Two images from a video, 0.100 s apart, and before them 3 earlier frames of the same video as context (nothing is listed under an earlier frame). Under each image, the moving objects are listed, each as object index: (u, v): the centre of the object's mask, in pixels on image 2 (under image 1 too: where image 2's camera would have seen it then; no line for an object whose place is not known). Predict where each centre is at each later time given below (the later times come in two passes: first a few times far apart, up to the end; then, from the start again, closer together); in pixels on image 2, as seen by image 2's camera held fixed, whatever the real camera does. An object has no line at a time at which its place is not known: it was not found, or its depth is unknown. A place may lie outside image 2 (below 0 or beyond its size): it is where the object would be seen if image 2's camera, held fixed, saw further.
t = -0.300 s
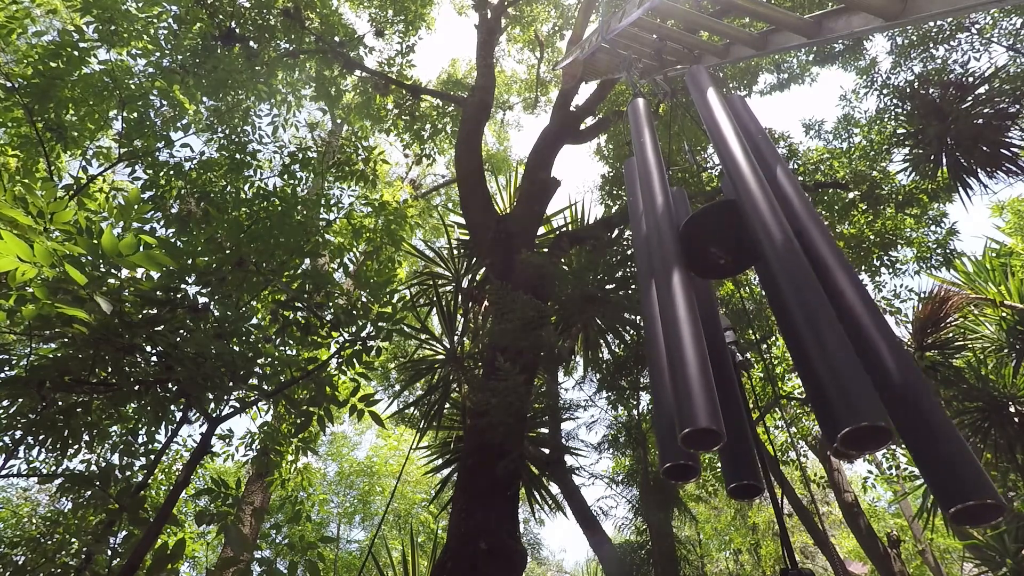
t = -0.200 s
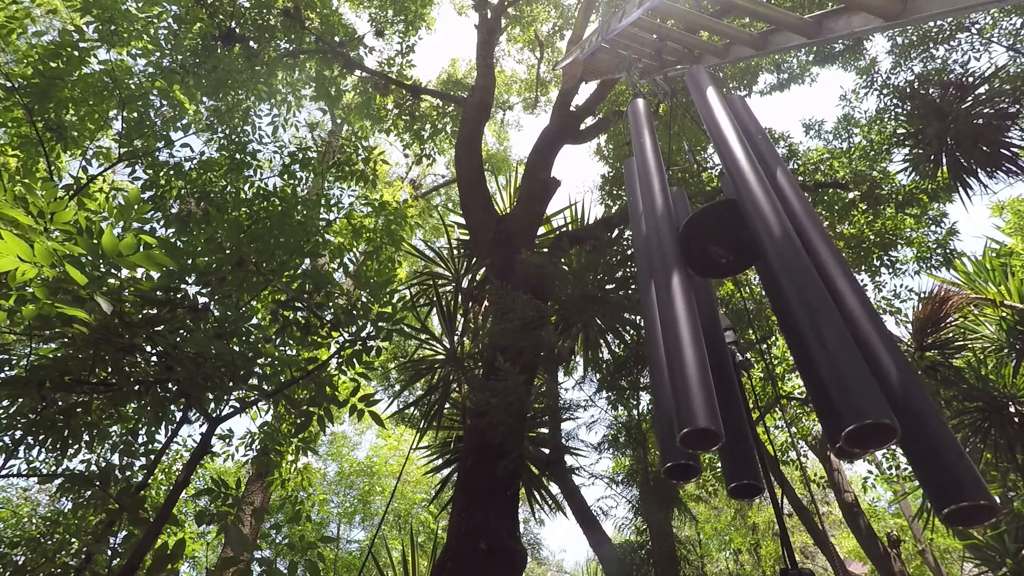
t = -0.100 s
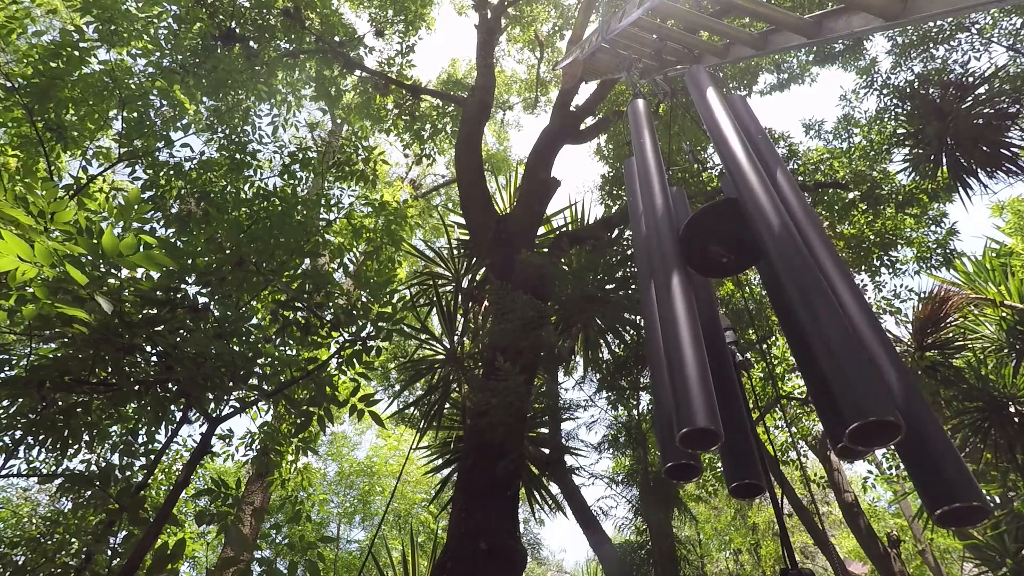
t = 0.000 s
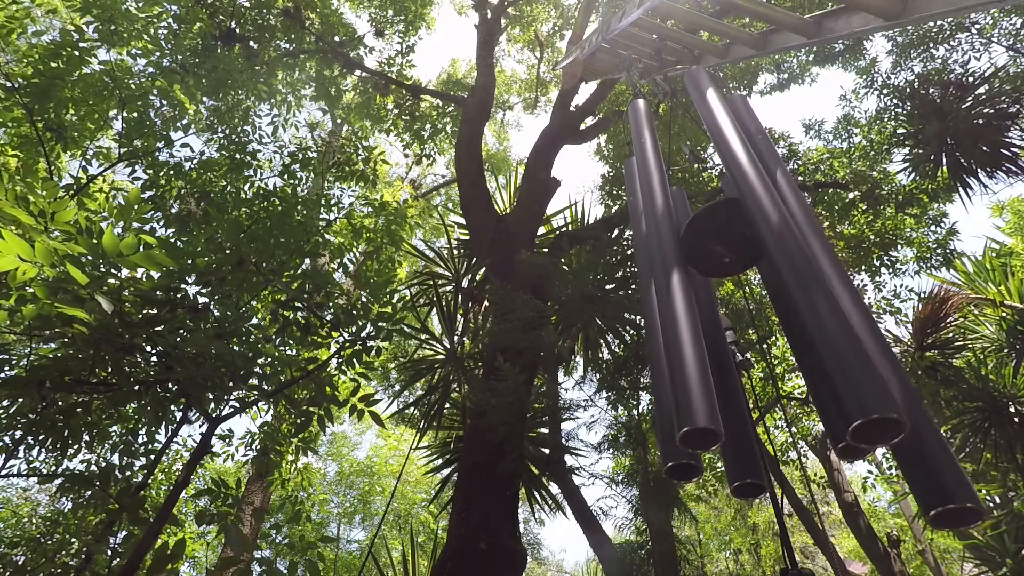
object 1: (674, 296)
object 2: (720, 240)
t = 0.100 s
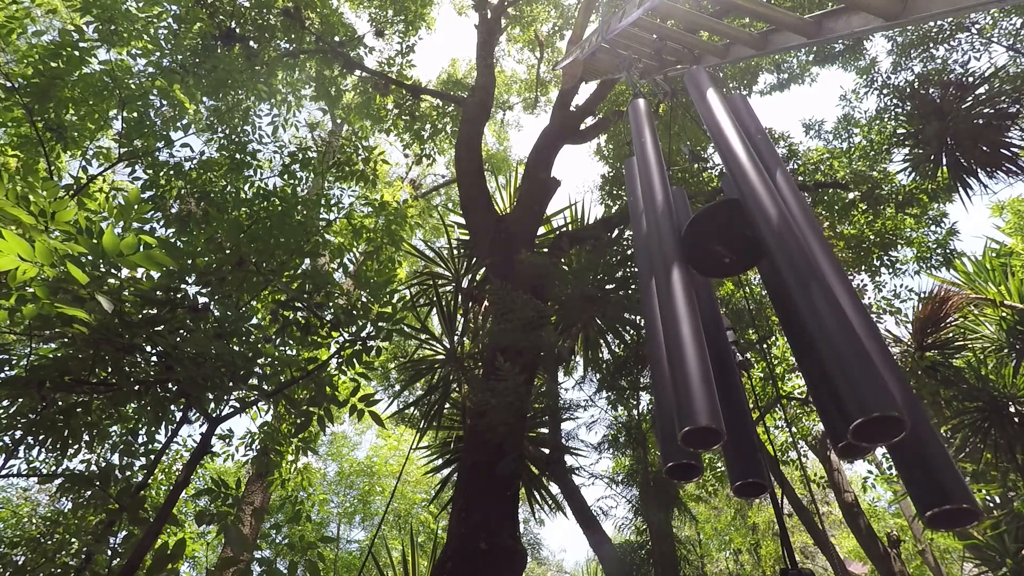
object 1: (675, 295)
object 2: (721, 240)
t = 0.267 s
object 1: (678, 294)
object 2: (722, 242)
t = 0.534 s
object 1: (685, 291)
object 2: (723, 243)
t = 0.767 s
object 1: (688, 291)
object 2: (723, 243)
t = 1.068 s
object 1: (686, 290)
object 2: (721, 240)
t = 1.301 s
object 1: (681, 292)
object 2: (719, 238)
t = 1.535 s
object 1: (676, 295)
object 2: (719, 239)
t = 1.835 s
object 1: (675, 296)
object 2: (719, 242)
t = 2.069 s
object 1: (677, 295)
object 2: (720, 242)
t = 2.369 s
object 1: (683, 293)
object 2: (721, 241)
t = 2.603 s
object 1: (685, 292)
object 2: (720, 240)
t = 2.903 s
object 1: (685, 290)
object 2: (720, 241)
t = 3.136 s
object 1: (682, 291)
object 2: (720, 243)
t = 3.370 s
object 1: (677, 292)
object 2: (719, 243)
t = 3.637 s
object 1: (675, 294)
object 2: (720, 240)
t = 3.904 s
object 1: (676, 295)
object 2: (719, 238)
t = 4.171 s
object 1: (680, 292)
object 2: (720, 238)
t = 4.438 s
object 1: (683, 292)
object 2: (720, 241)
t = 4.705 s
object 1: (683, 291)
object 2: (719, 243)
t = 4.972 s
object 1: (679, 291)
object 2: (718, 243)
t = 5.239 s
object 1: (676, 293)
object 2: (719, 241)
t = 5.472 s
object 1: (675, 293)
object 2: (721, 240)
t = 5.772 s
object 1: (678, 293)
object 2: (721, 241)
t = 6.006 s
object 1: (682, 292)
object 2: (721, 241)
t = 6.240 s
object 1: (683, 292)
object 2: (720, 240)
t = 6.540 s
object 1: (681, 292)
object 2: (716, 239)
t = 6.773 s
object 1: (678, 292)
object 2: (715, 240)
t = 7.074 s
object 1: (674, 295)
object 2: (716, 243)
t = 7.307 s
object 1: (674, 294)
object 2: (718, 243)
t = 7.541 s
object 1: (677, 294)
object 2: (719, 241)
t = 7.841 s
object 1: (682, 293)
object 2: (720, 238)
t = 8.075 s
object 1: (684, 291)
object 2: (719, 243)
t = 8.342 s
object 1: (682, 291)
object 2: (720, 251)
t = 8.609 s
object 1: (677, 293)
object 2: (720, 256)
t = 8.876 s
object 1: (672, 296)
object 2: (724, 258)
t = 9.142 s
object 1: (672, 298)
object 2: (722, 253)
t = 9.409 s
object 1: (676, 298)
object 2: (720, 248)
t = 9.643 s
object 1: (681, 296)
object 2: (721, 246)
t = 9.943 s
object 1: (684, 292)
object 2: (721, 242)
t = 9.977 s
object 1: (684, 292)
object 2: (721, 241)
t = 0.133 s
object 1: (676, 295)
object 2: (722, 241)
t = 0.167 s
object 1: (676, 295)
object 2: (722, 241)
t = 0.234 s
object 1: (678, 294)
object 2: (723, 241)
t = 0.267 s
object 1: (678, 294)
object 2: (722, 242)
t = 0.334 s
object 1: (680, 293)
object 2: (723, 242)
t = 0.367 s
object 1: (681, 292)
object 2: (723, 243)
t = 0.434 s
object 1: (682, 292)
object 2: (723, 243)
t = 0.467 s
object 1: (683, 291)
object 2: (723, 243)
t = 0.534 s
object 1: (685, 291)
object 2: (723, 243)
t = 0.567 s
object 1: (685, 290)
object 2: (723, 244)
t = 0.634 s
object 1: (686, 291)
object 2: (724, 244)
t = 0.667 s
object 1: (687, 291)
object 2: (724, 243)
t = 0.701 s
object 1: (687, 291)
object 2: (723, 243)
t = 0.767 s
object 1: (688, 291)
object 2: (723, 243)
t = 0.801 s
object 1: (688, 291)
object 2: (723, 243)
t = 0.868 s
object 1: (688, 290)
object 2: (722, 242)
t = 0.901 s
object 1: (688, 290)
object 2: (722, 242)
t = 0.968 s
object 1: (687, 290)
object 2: (722, 241)
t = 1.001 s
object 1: (687, 290)
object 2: (722, 241)
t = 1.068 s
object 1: (686, 290)
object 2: (721, 240)
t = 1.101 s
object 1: (685, 290)
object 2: (720, 240)
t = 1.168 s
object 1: (684, 291)
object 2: (720, 239)
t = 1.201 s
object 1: (684, 291)
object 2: (719, 239)
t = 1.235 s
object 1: (683, 292)
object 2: (720, 238)
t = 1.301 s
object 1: (681, 292)
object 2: (719, 238)
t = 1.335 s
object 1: (680, 292)
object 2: (719, 238)
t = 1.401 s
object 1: (679, 293)
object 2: (719, 239)
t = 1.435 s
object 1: (679, 294)
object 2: (719, 239)
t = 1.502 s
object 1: (677, 295)
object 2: (719, 239)
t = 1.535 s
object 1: (676, 295)
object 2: (719, 239)
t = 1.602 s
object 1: (676, 295)
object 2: (720, 239)
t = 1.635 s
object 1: (675, 296)
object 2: (720, 240)
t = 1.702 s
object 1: (675, 296)
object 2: (720, 240)
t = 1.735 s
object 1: (675, 296)
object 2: (720, 241)
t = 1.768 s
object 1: (675, 296)
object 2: (720, 241)
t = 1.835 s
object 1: (675, 296)
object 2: (719, 242)
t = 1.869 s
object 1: (675, 296)
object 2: (719, 242)
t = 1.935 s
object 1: (675, 296)
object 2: (719, 242)
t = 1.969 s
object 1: (675, 296)
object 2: (719, 242)
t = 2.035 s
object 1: (676, 295)
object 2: (719, 242)
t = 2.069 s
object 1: (677, 295)
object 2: (720, 242)
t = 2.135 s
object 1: (678, 295)
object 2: (720, 242)
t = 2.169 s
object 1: (678, 295)
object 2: (720, 242)
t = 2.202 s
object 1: (679, 294)
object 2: (720, 242)
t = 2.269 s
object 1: (681, 293)
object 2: (721, 242)
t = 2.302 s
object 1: (681, 293)
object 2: (721, 242)
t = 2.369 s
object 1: (683, 293)
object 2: (721, 241)
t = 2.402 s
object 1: (683, 293)
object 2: (721, 241)
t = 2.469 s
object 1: (684, 292)
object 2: (720, 241)
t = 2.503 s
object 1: (685, 292)
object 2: (721, 241)
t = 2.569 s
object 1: (685, 292)
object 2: (720, 241)
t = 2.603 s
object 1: (685, 292)
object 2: (720, 240)
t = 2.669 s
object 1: (686, 291)
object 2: (720, 241)
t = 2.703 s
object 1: (686, 291)
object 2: (720, 241)
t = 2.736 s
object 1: (686, 291)
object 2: (721, 241)
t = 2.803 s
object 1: (686, 291)
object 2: (721, 241)
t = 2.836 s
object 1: (685, 291)
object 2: (721, 241)
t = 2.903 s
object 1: (685, 290)
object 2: (720, 241)
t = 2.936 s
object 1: (684, 290)
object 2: (721, 242)
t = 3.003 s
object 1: (683, 291)
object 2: (720, 242)
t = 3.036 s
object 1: (683, 290)
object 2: (720, 243)
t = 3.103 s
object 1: (682, 291)
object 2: (720, 243)
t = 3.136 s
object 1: (682, 291)
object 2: (720, 243)
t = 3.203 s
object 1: (680, 292)
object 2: (719, 244)
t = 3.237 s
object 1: (679, 292)
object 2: (719, 244)
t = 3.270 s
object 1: (679, 292)
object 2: (719, 244)
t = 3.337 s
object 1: (678, 292)
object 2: (719, 243)
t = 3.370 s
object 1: (677, 292)
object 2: (719, 243)
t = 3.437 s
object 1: (676, 294)
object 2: (719, 243)
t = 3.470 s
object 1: (676, 293)
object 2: (719, 243)
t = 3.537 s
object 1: (676, 294)
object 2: (719, 242)
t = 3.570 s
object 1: (676, 294)
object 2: (720, 241)
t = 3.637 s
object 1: (675, 294)
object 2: (720, 240)
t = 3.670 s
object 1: (675, 294)
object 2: (719, 240)
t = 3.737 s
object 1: (675, 295)
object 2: (720, 239)
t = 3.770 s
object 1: (676, 295)
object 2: (719, 239)
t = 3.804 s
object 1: (676, 295)
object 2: (719, 238)
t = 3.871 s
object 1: (677, 295)
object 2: (720, 238)
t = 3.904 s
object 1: (676, 295)
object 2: (719, 238)
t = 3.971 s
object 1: (677, 295)
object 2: (720, 238)
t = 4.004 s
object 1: (678, 294)
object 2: (720, 237)
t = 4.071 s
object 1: (679, 293)
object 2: (720, 237)
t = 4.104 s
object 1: (680, 293)
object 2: (720, 237)
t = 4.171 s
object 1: (680, 292)
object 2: (720, 238)
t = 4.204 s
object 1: (681, 291)
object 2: (720, 238)
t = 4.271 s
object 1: (682, 292)
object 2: (720, 239)
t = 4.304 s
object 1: (682, 291)
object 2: (720, 239)
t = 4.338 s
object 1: (683, 291)
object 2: (720, 240)
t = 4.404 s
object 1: (683, 291)
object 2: (720, 240)
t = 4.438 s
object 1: (683, 292)
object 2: (720, 241)
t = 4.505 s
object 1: (684, 292)
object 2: (720, 242)
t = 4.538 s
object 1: (684, 292)
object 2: (719, 242)
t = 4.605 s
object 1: (683, 292)
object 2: (719, 243)
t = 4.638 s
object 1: (683, 291)
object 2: (719, 243)
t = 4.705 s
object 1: (683, 291)
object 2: (719, 243)
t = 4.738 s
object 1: (682, 291)
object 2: (719, 244)
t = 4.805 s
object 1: (681, 291)
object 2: (718, 244)
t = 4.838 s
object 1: (681, 291)
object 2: (718, 244)
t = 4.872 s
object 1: (680, 292)
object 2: (718, 244)
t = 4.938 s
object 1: (680, 292)
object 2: (718, 244)
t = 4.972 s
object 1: (679, 291)
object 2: (718, 243)
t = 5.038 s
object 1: (678, 292)
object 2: (717, 243)
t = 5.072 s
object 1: (678, 292)
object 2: (717, 242)
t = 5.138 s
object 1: (677, 292)
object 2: (717, 242)
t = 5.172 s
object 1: (677, 292)
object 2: (718, 242)
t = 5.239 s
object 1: (676, 293)
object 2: (719, 241)
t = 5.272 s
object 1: (676, 293)
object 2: (719, 241)
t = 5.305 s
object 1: (676, 294)
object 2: (720, 241)
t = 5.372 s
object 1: (675, 293)
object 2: (721, 240)
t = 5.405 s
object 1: (676, 293)
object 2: (721, 240)
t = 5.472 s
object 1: (675, 293)
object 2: (721, 240)
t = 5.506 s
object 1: (676, 293)
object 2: (721, 240)
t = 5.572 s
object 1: (676, 294)
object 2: (721, 240)
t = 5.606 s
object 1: (677, 294)
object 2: (721, 241)
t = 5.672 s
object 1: (677, 293)
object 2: (722, 241)
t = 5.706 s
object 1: (677, 293)
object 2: (722, 241)
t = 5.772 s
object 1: (678, 293)
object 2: (721, 241)
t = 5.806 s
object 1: (679, 293)
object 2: (722, 241)
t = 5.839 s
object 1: (679, 293)
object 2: (722, 241)
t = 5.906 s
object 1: (680, 292)
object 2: (722, 241)
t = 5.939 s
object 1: (681, 292)
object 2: (722, 241)
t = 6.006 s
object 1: (682, 292)
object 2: (721, 241)
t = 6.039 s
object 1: (682, 292)
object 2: (721, 241)
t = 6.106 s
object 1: (683, 292)
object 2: (721, 241)
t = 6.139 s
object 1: (682, 292)
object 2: (721, 240)
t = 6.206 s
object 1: (683, 292)
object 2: (720, 240)
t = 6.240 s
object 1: (683, 292)
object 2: (720, 240)
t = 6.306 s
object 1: (683, 292)
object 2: (719, 240)
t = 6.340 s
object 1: (683, 292)
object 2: (719, 240)
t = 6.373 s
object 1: (683, 292)
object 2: (718, 240)
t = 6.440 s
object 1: (683, 292)
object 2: (718, 239)
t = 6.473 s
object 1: (682, 292)
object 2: (717, 239)
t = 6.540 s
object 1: (681, 292)
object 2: (716, 239)
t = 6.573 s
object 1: (681, 292)
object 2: (716, 239)
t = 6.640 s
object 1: (680, 292)
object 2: (715, 239)
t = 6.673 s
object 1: (679, 292)
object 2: (715, 239)
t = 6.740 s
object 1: (678, 293)
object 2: (715, 240)
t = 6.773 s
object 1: (678, 292)
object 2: (715, 240)
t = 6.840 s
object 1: (676, 293)
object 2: (715, 240)
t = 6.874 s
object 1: (676, 294)
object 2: (715, 241)
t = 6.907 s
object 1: (676, 294)
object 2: (715, 241)
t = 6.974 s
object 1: (674, 294)
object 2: (716, 242)
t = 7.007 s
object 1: (674, 294)
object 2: (716, 242)
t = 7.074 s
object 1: (674, 295)
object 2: (716, 243)
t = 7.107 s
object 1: (674, 294)
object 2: (717, 243)
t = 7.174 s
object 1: (674, 295)
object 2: (717, 244)
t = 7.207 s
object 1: (674, 295)
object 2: (718, 244)
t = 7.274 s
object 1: (674, 295)
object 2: (718, 244)
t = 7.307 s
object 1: (674, 294)
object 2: (718, 243)
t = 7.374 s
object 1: (674, 294)
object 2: (719, 243)
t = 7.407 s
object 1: (675, 294)
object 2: (719, 243)
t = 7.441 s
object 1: (675, 294)
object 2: (719, 242)
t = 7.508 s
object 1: (676, 294)
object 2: (719, 241)
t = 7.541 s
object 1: (677, 294)
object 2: (719, 241)
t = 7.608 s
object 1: (678, 294)
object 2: (719, 240)
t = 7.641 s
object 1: (679, 293)
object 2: (719, 240)
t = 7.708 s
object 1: (680, 294)
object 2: (719, 239)
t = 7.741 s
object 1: (681, 294)
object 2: (719, 239)
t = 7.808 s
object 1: (682, 293)
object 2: (719, 238)
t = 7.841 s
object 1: (682, 293)
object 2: (720, 238)
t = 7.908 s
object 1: (683, 292)
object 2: (720, 238)
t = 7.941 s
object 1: (683, 292)
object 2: (719, 239)
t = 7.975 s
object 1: (683, 292)
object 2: (719, 240)
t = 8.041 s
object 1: (684, 291)
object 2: (719, 242)
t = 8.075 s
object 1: (684, 291)
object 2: (719, 243)
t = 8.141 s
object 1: (684, 291)
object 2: (720, 246)
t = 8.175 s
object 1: (684, 291)
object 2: (720, 248)
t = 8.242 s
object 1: (683, 291)
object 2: (720, 250)
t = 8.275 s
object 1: (683, 291)
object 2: (720, 250)
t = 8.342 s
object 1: (682, 291)
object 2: (720, 251)
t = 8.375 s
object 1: (682, 291)
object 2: (720, 251)
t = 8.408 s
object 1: (681, 291)
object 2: (719, 252)
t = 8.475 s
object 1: (680, 292)
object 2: (720, 253)
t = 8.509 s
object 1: (679, 293)
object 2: (720, 255)
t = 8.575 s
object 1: (678, 294)
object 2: (720, 256)
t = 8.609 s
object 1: (677, 293)
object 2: (720, 256)
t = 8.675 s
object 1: (676, 294)
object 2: (720, 256)
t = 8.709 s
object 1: (675, 295)
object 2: (720, 256)
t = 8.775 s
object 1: (674, 295)
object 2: (722, 257)
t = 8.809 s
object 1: (673, 296)
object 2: (723, 257)
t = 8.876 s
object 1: (672, 296)
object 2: (724, 258)
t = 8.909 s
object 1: (671, 297)
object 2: (724, 258)
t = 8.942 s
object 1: (672, 297)
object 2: (725, 258)
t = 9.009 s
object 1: (671, 297)
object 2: (724, 256)
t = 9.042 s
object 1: (671, 298)
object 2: (723, 255)
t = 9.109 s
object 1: (672, 298)
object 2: (722, 254)
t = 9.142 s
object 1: (672, 298)
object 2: (722, 253)
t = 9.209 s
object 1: (672, 299)
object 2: (720, 251)
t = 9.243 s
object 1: (673, 299)
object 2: (720, 251)
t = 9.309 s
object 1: (674, 299)
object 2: (719, 249)
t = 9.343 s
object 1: (675, 298)
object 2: (720, 249)
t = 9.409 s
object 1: (676, 298)
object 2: (720, 248)
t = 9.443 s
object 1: (676, 298)
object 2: (719, 247)
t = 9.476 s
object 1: (678, 298)
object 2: (720, 247)
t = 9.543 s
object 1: (679, 296)
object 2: (720, 246)
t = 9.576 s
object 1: (679, 296)
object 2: (720, 246)
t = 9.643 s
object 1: (681, 296)
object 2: (721, 246)
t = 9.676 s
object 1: (682, 295)
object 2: (721, 245)
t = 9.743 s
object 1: (682, 294)
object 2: (721, 245)
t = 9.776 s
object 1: (683, 294)
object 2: (722, 245)
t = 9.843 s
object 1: (684, 293)
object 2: (722, 244)
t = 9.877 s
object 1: (684, 293)
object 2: (721, 243)
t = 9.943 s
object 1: (684, 292)
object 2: (721, 242)
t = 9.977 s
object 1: (684, 292)
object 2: (721, 241)
